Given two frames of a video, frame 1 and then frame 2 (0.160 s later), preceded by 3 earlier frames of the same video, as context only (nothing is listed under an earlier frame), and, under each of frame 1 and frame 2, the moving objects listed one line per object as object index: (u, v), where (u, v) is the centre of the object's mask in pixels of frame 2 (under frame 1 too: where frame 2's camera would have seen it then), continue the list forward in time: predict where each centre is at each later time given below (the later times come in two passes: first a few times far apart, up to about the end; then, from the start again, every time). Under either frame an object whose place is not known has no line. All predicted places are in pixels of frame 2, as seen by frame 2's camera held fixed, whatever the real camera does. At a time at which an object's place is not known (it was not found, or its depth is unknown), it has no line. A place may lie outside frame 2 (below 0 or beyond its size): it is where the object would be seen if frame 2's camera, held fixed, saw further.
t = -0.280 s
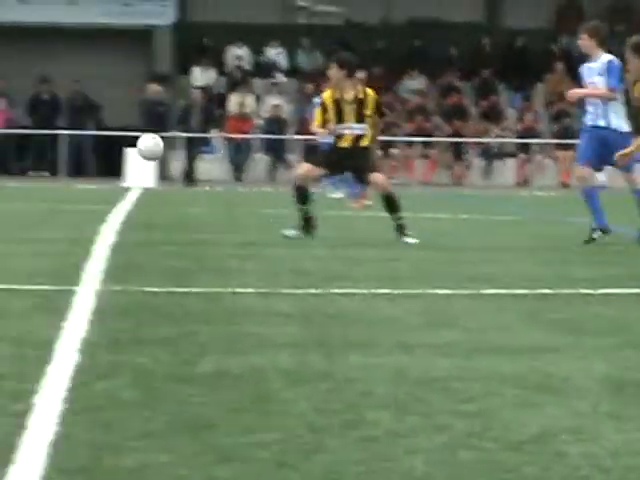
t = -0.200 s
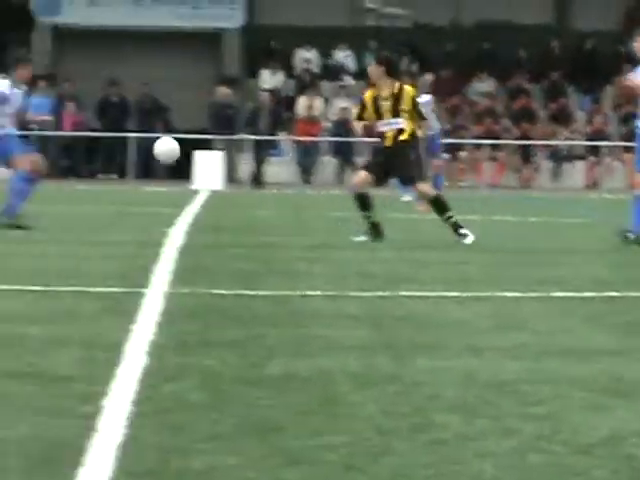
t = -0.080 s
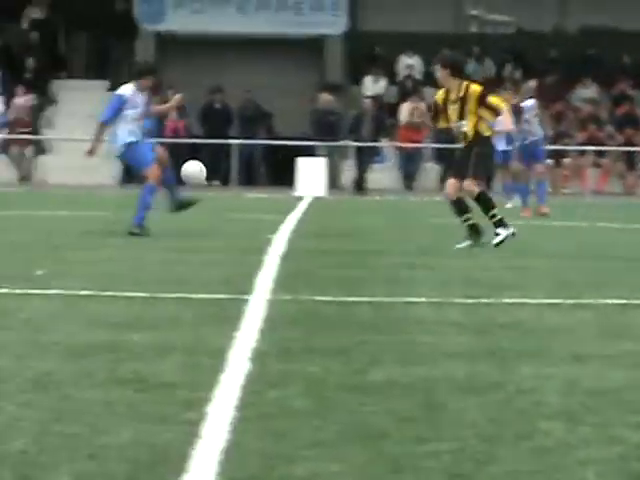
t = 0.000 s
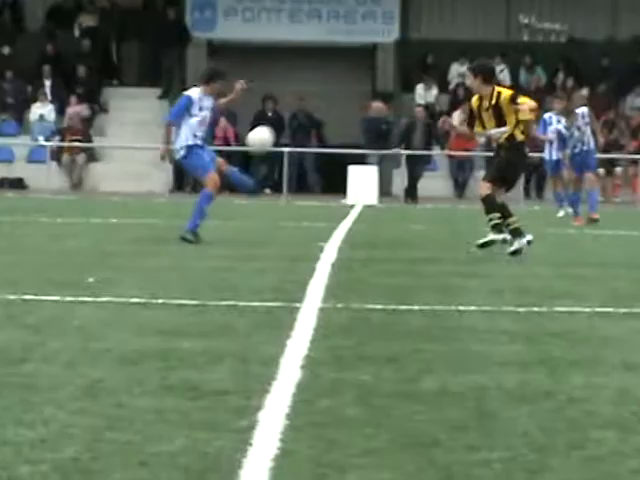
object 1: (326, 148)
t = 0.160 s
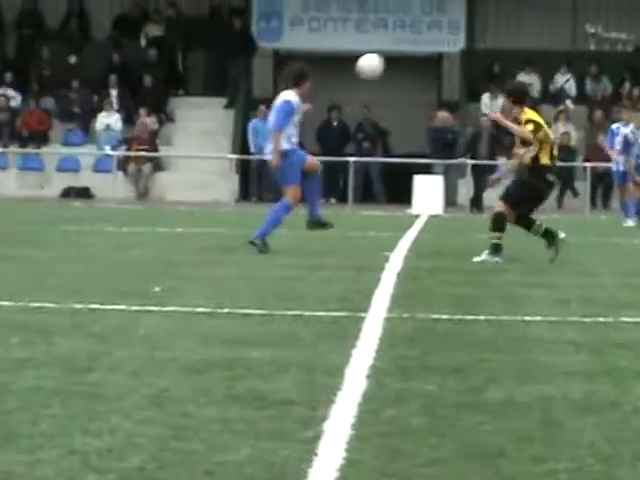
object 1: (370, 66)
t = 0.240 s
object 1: (389, 37)
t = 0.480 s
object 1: (438, 2)
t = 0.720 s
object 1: (476, 33)
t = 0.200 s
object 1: (379, 51)
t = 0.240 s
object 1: (389, 37)
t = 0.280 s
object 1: (398, 25)
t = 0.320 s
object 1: (407, 17)
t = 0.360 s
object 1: (416, 10)
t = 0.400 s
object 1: (424, 6)
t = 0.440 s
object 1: (432, 3)
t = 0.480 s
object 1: (438, 2)
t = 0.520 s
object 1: (446, 2)
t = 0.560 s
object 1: (453, 5)
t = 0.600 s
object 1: (459, 10)
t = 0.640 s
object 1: (465, 16)
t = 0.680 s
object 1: (471, 23)
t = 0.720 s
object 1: (476, 33)
